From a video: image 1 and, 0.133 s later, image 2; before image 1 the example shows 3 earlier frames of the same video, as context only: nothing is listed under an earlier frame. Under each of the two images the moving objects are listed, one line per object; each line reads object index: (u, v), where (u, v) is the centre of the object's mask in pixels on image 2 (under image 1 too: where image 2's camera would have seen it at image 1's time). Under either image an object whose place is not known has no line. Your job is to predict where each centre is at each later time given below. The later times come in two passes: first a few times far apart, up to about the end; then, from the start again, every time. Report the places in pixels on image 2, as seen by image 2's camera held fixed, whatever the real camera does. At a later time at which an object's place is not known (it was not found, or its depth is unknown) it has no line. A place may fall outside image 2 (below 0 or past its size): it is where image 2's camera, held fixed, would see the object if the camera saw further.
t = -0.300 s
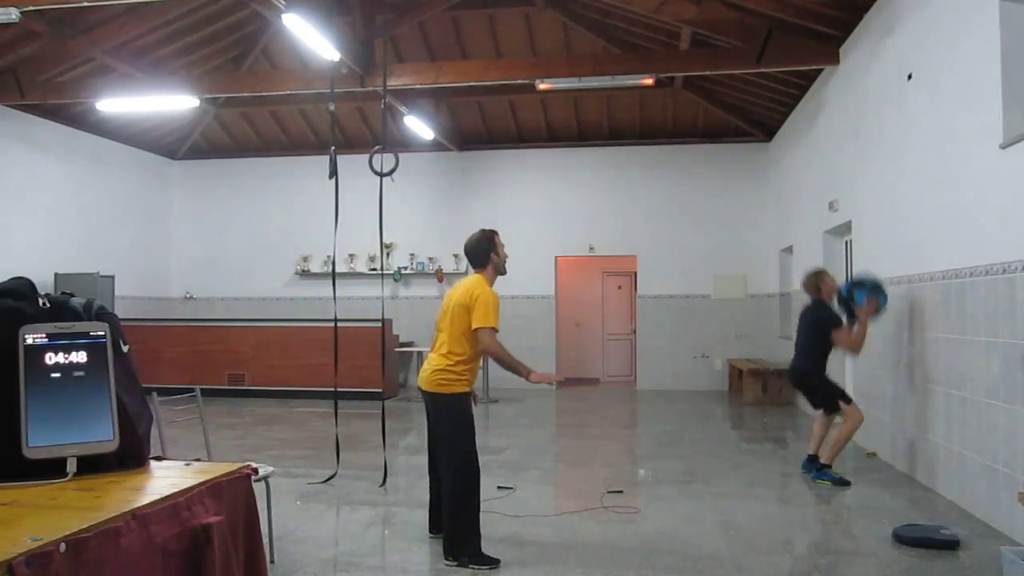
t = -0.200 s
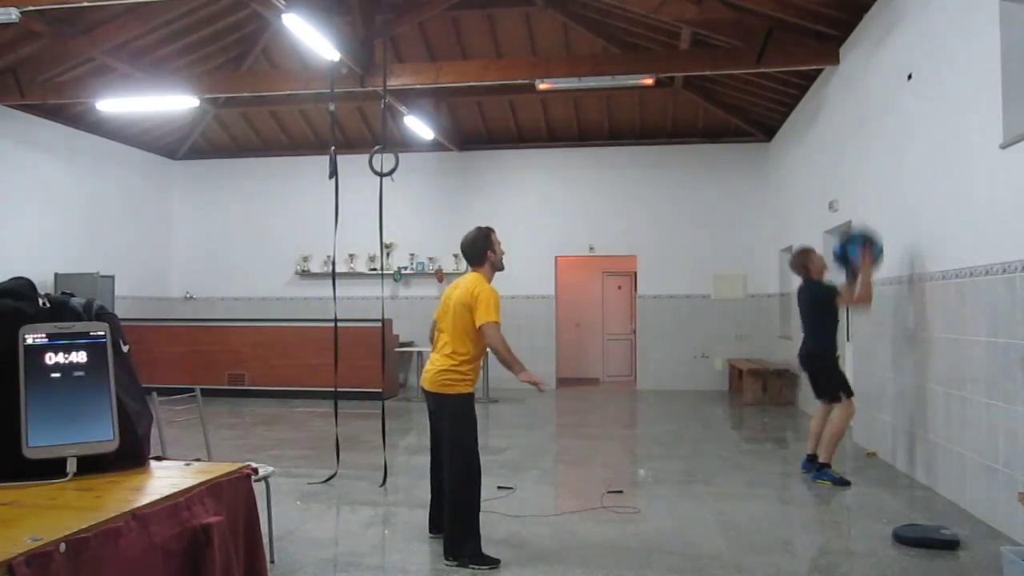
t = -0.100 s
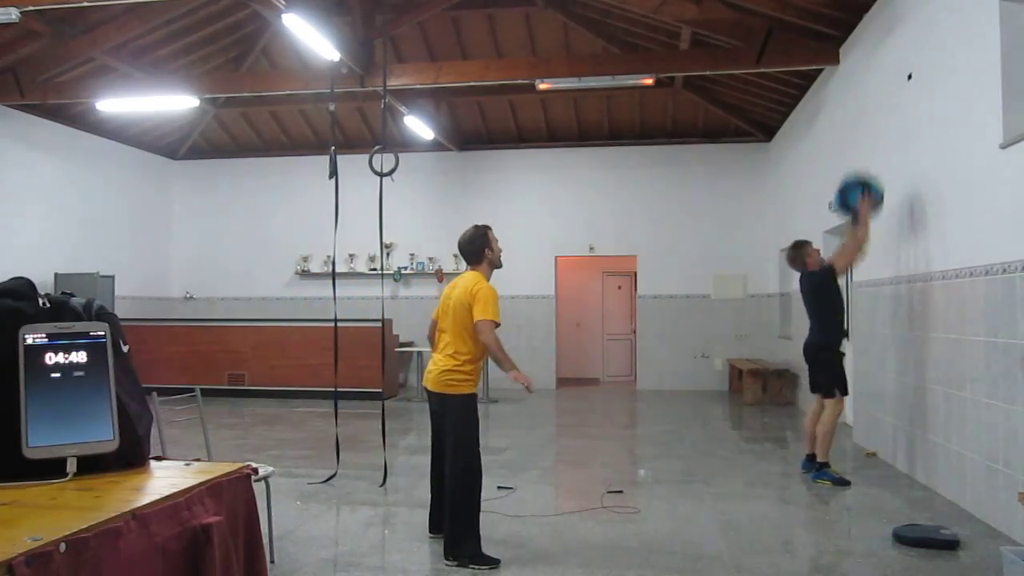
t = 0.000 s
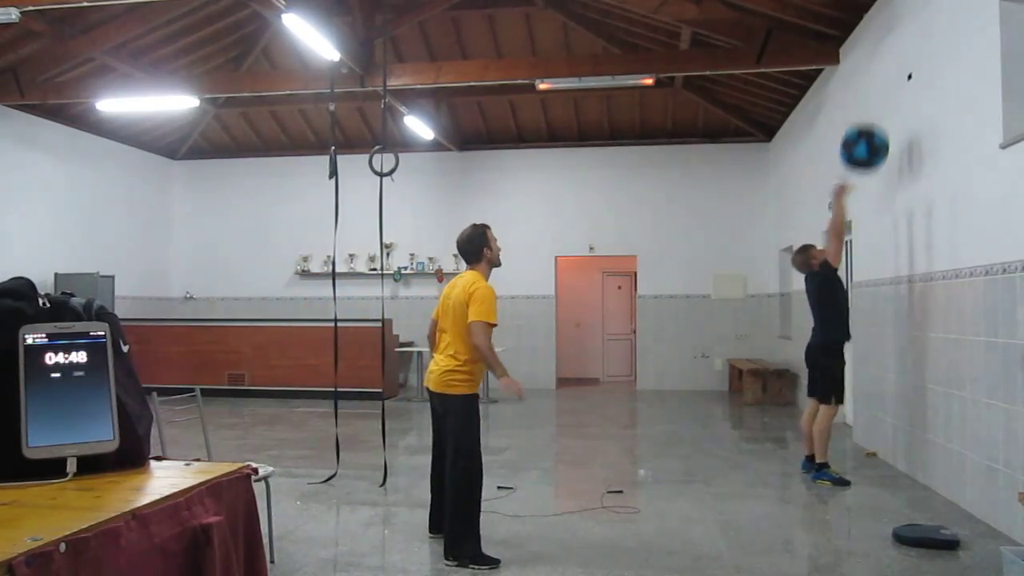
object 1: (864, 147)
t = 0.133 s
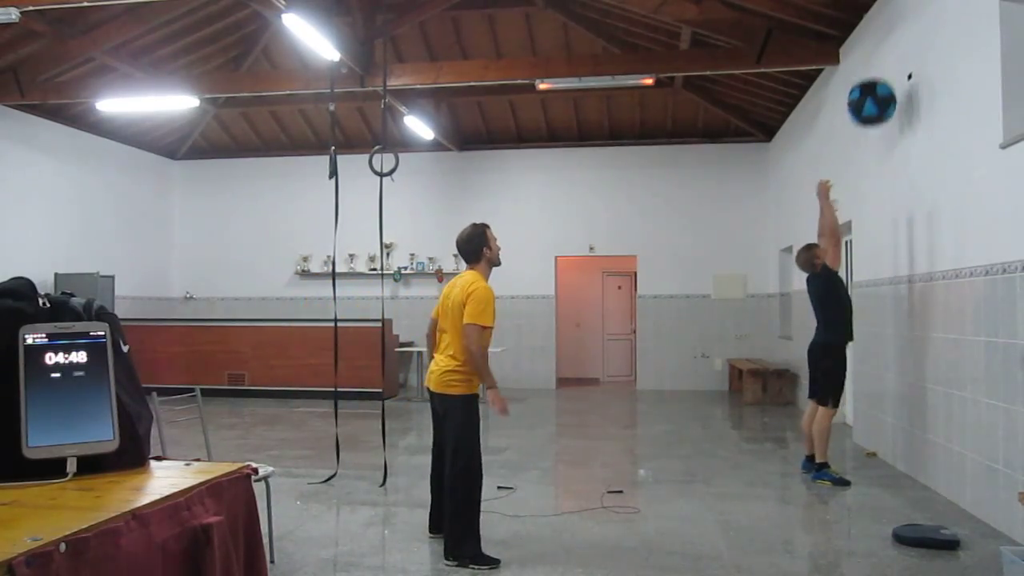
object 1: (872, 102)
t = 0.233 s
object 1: (877, 83)
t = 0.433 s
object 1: (887, 83)
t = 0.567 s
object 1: (882, 109)
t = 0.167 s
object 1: (874, 94)
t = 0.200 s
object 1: (875, 88)
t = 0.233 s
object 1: (877, 83)
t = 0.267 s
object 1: (879, 80)
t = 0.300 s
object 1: (882, 78)
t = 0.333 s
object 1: (885, 77)
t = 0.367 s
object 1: (886, 78)
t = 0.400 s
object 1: (887, 80)
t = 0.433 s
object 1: (887, 83)
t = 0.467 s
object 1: (887, 87)
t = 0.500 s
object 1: (884, 93)
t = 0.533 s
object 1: (883, 101)
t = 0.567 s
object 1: (882, 109)
